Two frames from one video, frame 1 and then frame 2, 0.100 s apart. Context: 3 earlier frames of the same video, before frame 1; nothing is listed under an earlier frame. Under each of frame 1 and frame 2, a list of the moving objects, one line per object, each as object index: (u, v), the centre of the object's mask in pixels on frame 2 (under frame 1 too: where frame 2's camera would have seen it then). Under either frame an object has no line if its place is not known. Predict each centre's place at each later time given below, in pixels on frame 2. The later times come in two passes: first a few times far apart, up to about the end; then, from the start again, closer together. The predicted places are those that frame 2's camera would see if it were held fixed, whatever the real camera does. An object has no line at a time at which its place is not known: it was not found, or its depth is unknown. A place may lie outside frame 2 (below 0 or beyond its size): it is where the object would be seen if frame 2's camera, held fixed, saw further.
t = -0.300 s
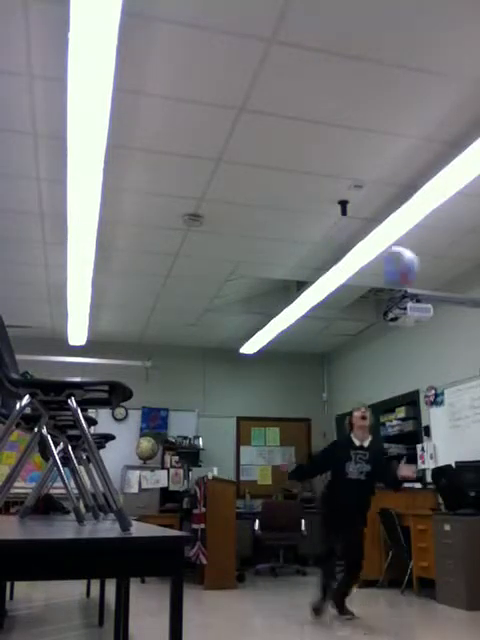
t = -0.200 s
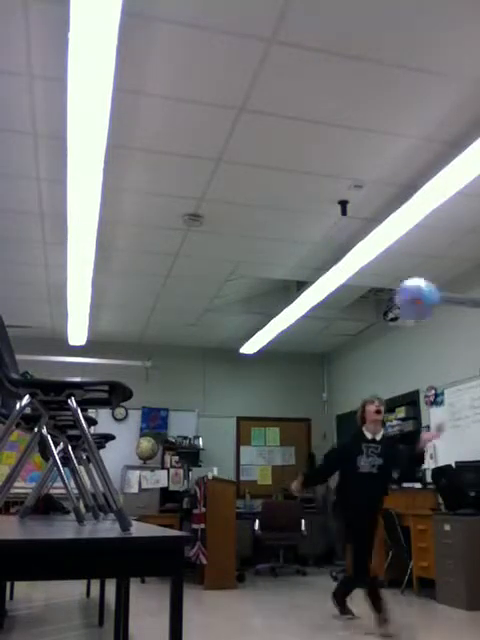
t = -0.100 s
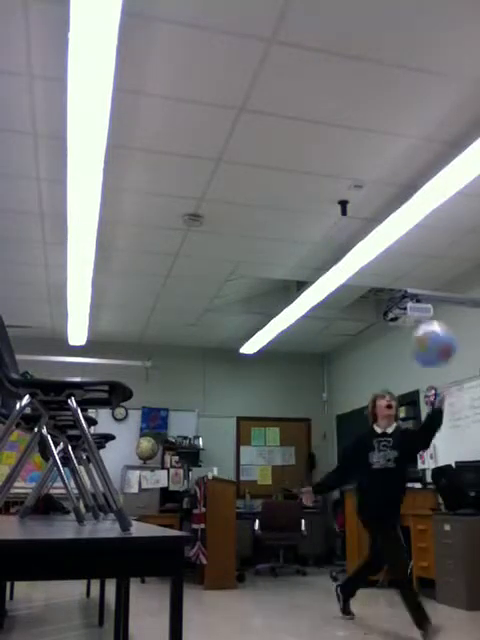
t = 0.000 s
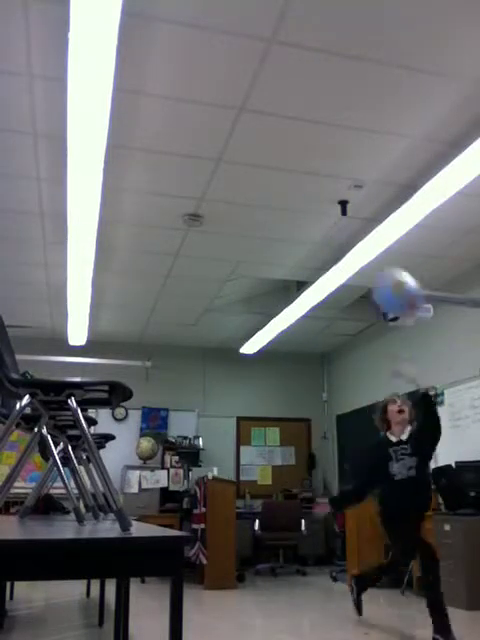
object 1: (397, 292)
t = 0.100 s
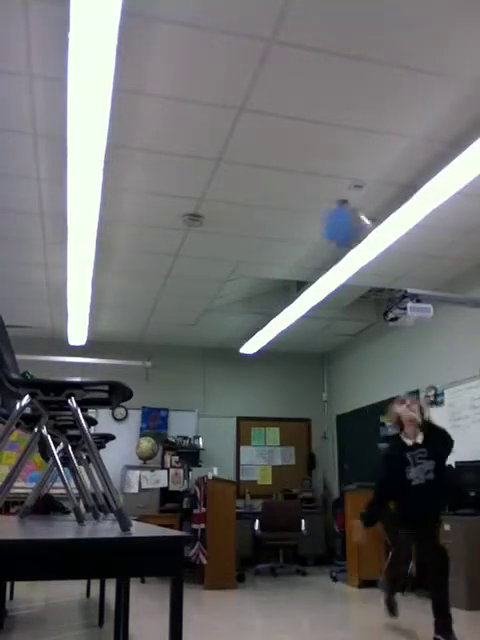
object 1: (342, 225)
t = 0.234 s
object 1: (274, 158)
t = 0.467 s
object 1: (159, 101)
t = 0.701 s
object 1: (177, 161)
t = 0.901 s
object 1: (229, 266)
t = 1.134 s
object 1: (272, 437)
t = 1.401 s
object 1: (297, 620)
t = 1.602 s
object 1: (312, 527)
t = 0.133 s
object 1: (328, 208)
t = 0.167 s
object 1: (308, 189)
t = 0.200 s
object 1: (292, 173)
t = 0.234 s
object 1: (274, 158)
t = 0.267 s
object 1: (257, 146)
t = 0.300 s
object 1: (240, 134)
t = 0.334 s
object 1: (224, 125)
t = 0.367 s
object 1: (208, 117)
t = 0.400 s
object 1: (191, 110)
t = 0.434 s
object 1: (176, 104)
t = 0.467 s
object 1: (159, 101)
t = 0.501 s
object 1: (141, 99)
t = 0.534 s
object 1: (133, 101)
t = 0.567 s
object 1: (139, 112)
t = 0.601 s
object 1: (148, 123)
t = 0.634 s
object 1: (157, 134)
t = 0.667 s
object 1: (167, 147)
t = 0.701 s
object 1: (177, 161)
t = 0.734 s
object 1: (184, 178)
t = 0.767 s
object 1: (196, 194)
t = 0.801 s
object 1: (205, 212)
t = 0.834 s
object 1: (214, 229)
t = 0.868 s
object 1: (222, 248)
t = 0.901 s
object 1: (229, 266)
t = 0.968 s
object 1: (245, 311)
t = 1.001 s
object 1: (251, 336)
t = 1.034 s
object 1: (258, 360)
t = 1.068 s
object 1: (263, 382)
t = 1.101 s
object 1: (268, 409)
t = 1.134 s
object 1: (272, 437)
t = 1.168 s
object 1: (277, 465)
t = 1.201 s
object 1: (279, 495)
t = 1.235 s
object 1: (282, 526)
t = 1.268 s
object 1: (285, 556)
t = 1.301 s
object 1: (287, 588)
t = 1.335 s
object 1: (291, 617)
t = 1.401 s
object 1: (297, 620)
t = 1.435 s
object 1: (299, 604)
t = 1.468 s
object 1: (303, 584)
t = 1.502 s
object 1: (305, 566)
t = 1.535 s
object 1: (307, 552)
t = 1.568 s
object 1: (310, 539)
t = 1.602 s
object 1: (312, 527)
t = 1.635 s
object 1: (314, 518)
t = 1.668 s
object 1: (317, 510)
